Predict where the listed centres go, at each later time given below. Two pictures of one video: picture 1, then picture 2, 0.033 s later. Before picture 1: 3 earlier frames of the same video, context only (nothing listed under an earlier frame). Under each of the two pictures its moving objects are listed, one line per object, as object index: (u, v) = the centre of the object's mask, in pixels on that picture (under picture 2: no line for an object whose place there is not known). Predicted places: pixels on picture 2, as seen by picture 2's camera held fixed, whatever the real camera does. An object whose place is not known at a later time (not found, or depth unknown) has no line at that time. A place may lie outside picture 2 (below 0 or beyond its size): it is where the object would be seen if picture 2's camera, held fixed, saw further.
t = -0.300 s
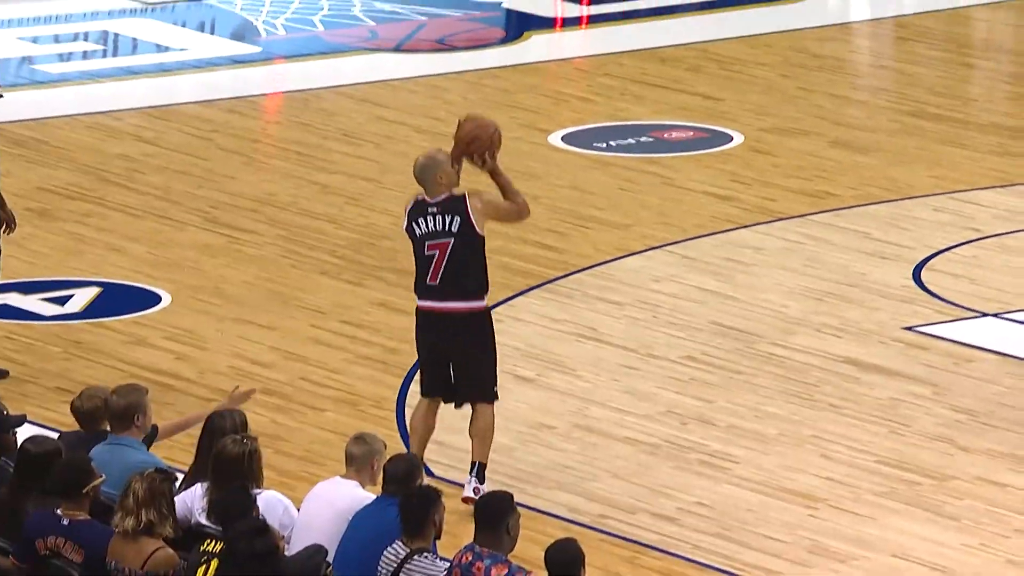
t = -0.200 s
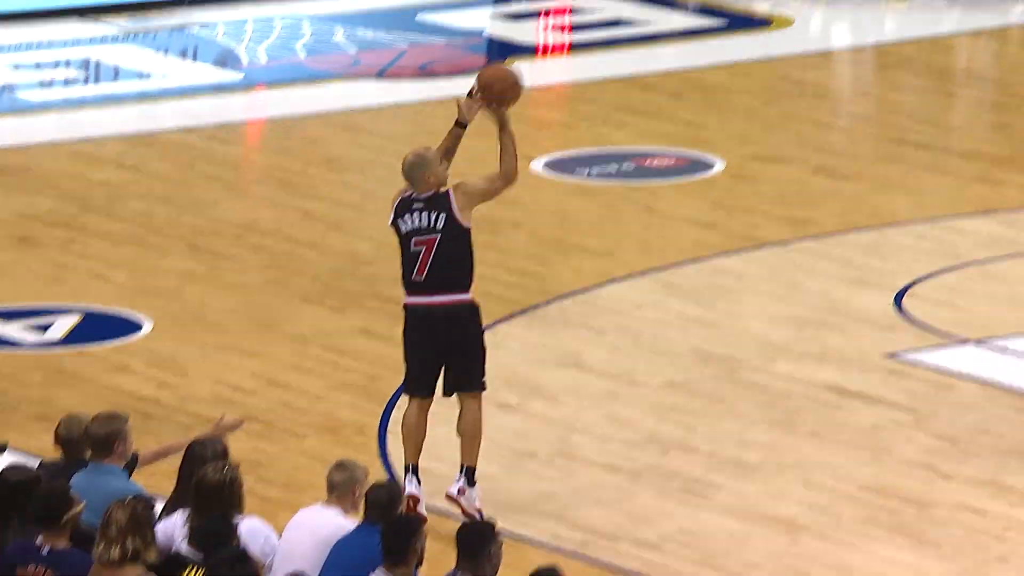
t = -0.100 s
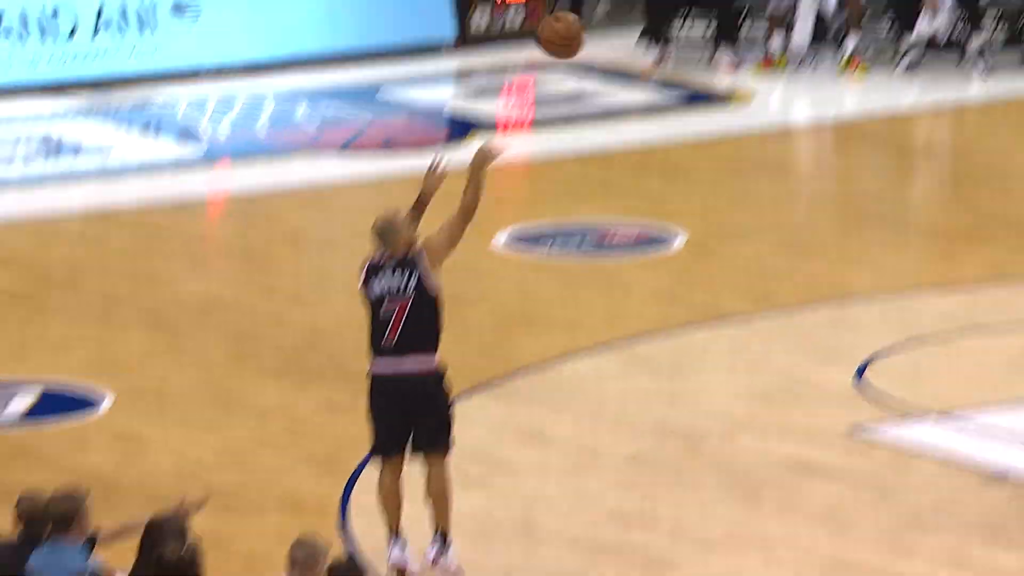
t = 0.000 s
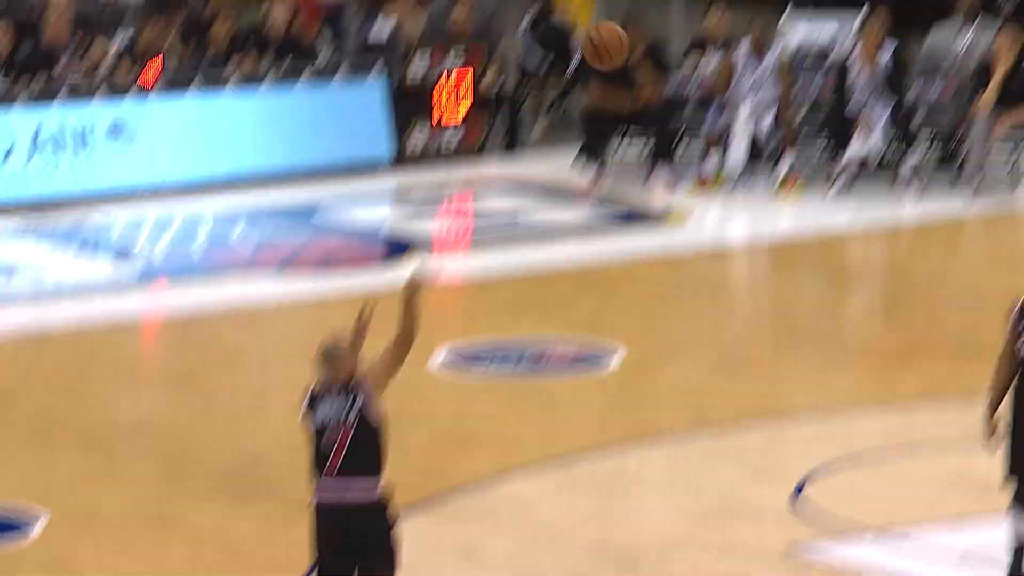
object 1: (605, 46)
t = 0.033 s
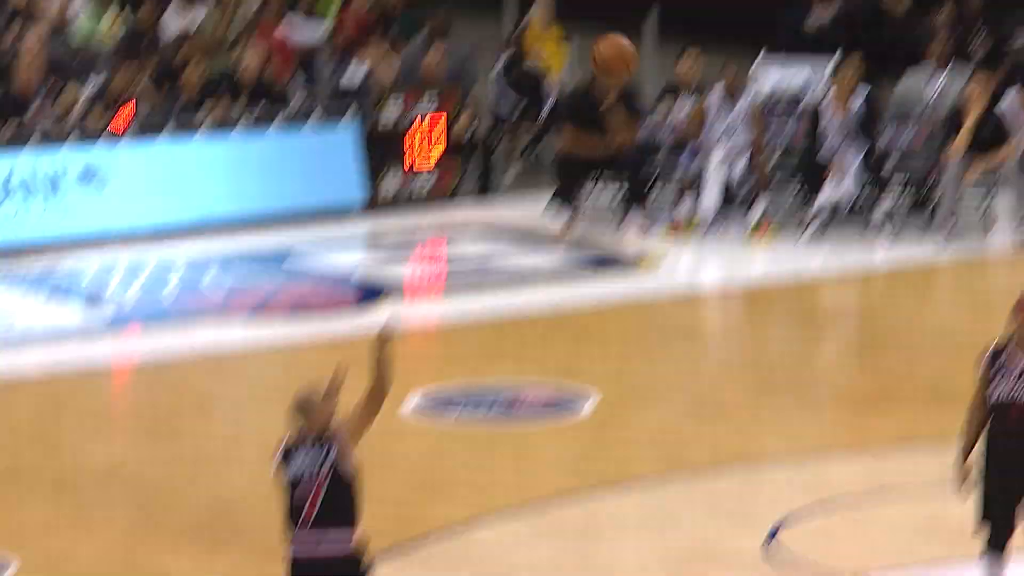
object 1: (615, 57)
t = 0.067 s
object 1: (649, 28)
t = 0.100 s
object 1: (684, 0)
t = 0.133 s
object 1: (720, -27)
